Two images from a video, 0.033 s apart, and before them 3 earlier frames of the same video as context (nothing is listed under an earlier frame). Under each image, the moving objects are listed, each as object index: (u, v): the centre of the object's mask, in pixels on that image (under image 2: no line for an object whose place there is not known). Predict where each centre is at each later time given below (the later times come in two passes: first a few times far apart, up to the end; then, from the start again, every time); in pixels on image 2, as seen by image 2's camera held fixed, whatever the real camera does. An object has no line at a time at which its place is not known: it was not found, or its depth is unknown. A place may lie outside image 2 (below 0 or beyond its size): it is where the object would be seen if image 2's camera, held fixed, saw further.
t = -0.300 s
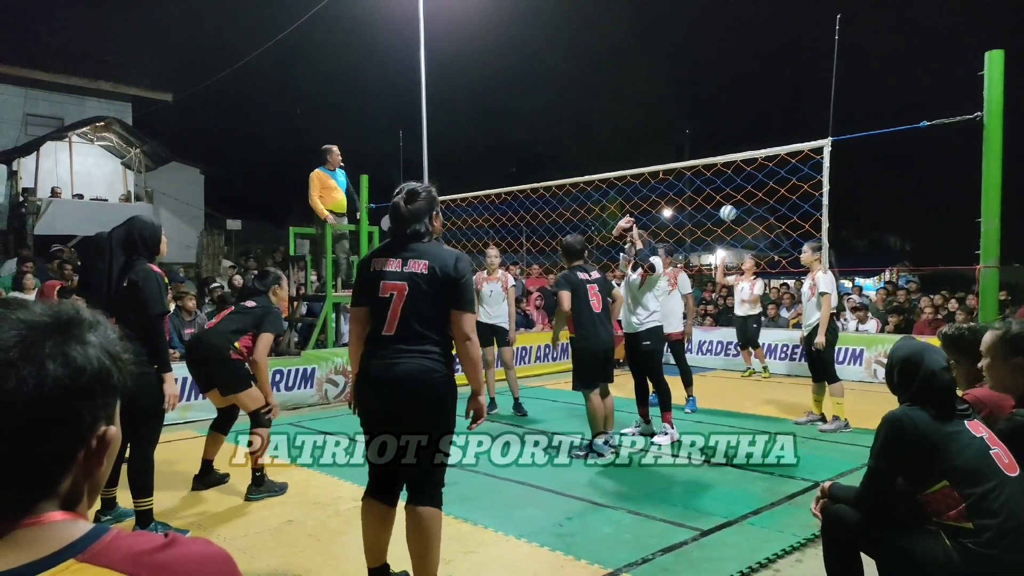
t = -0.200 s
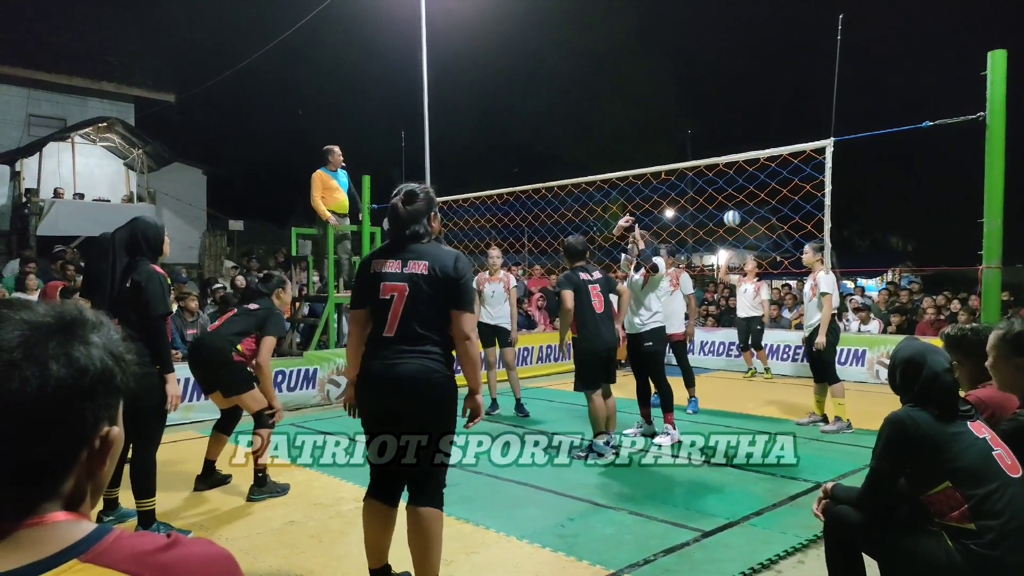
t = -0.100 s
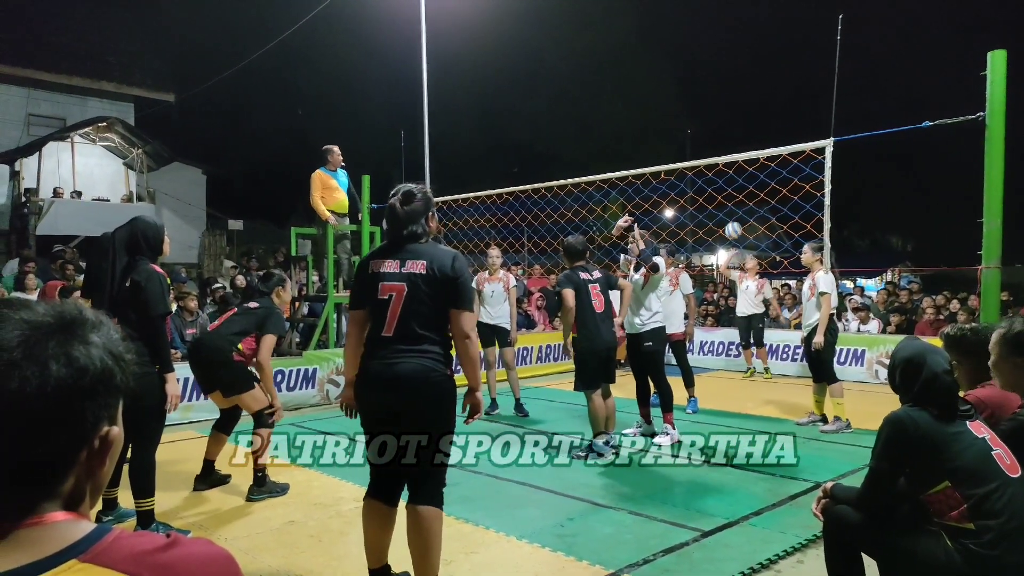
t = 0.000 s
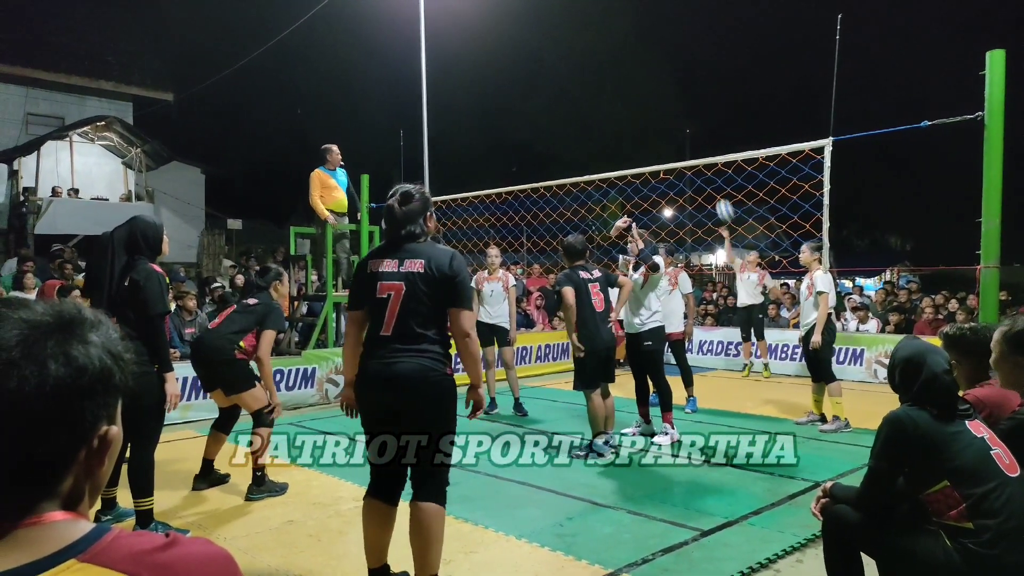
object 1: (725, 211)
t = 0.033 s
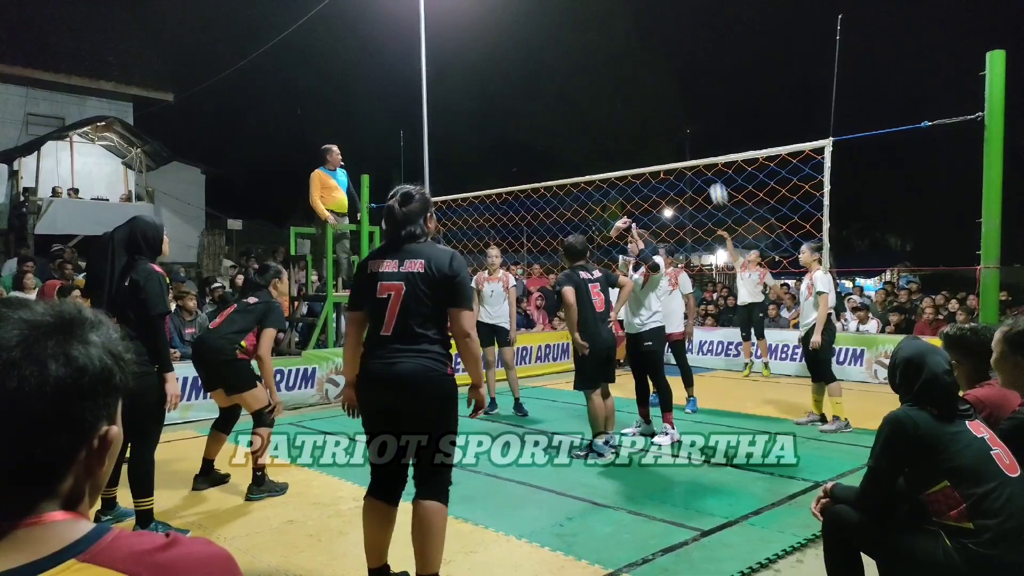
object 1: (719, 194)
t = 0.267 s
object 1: (671, 93)
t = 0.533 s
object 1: (604, 21)
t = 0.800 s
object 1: (521, 10)
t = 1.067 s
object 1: (417, 88)
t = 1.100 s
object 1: (403, 107)
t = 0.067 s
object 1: (712, 178)
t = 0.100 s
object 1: (705, 164)
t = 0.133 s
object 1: (699, 148)
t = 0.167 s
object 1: (692, 134)
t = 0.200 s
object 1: (685, 120)
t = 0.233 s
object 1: (679, 106)
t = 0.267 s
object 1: (671, 93)
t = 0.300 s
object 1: (663, 82)
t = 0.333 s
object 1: (656, 71)
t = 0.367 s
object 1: (647, 60)
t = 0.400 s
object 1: (639, 51)
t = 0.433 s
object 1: (630, 42)
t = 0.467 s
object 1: (622, 34)
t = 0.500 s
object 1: (613, 27)
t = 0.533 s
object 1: (604, 21)
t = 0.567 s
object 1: (594, 16)
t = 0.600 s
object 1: (584, 12)
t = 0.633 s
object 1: (575, 10)
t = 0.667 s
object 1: (564, 8)
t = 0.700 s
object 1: (554, 8)
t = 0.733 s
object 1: (543, 8)
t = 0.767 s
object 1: (532, 8)
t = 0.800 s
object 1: (521, 10)
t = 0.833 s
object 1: (509, 13)
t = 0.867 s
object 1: (498, 18)
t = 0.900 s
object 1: (485, 25)
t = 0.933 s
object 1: (473, 34)
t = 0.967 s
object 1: (460, 45)
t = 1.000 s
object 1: (446, 57)
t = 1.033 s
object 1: (433, 71)
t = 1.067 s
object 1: (417, 88)
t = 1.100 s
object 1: (403, 107)
